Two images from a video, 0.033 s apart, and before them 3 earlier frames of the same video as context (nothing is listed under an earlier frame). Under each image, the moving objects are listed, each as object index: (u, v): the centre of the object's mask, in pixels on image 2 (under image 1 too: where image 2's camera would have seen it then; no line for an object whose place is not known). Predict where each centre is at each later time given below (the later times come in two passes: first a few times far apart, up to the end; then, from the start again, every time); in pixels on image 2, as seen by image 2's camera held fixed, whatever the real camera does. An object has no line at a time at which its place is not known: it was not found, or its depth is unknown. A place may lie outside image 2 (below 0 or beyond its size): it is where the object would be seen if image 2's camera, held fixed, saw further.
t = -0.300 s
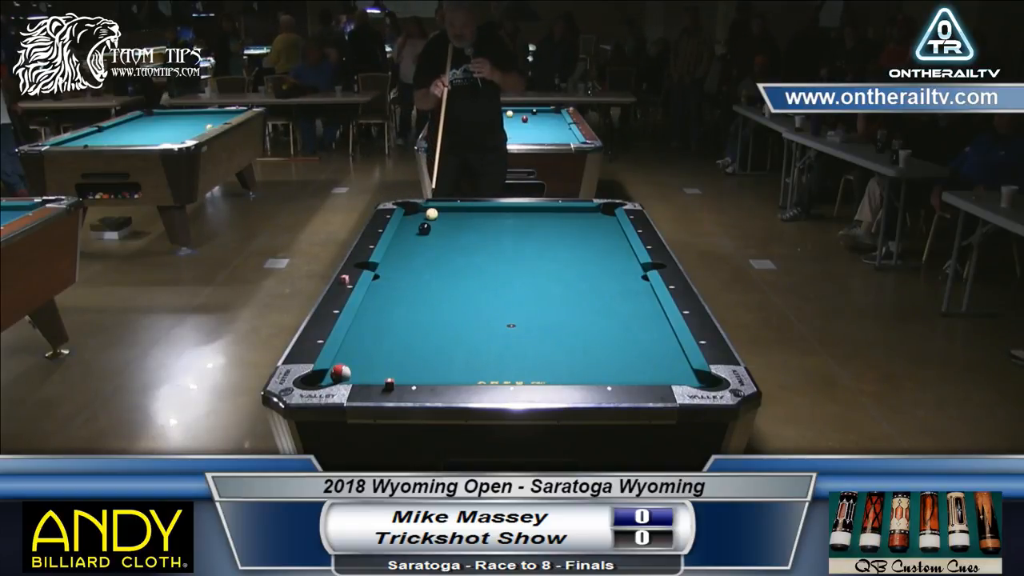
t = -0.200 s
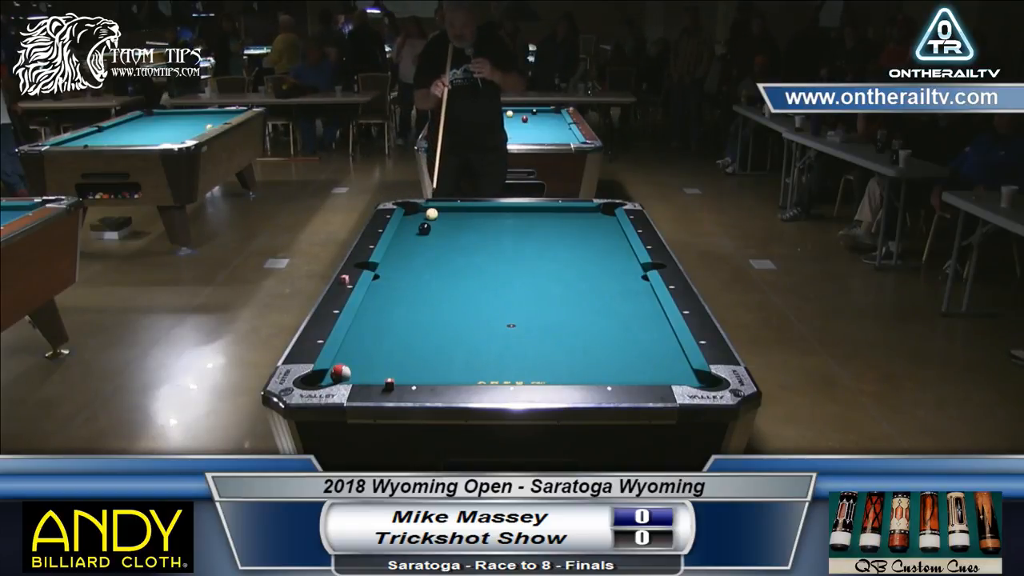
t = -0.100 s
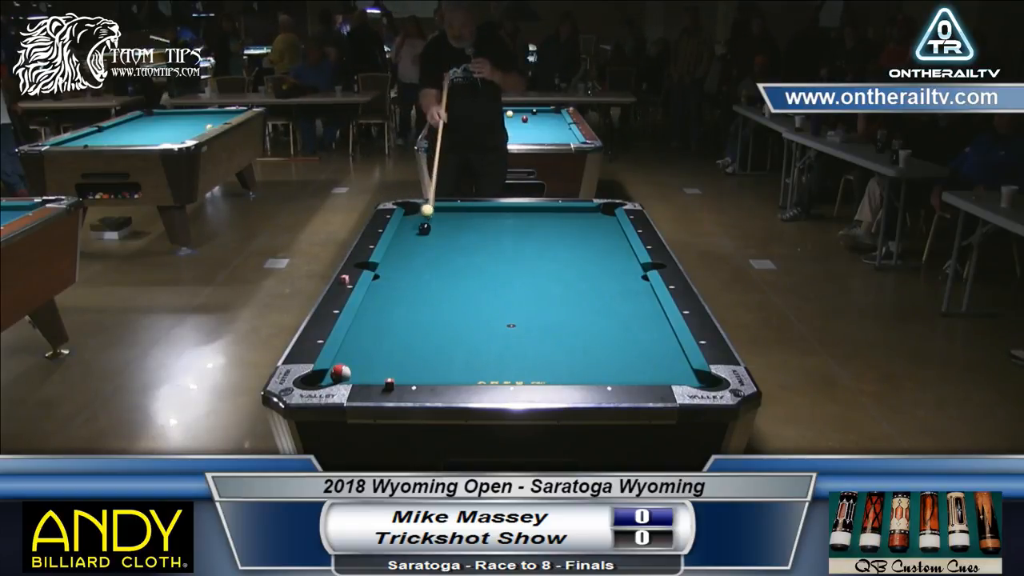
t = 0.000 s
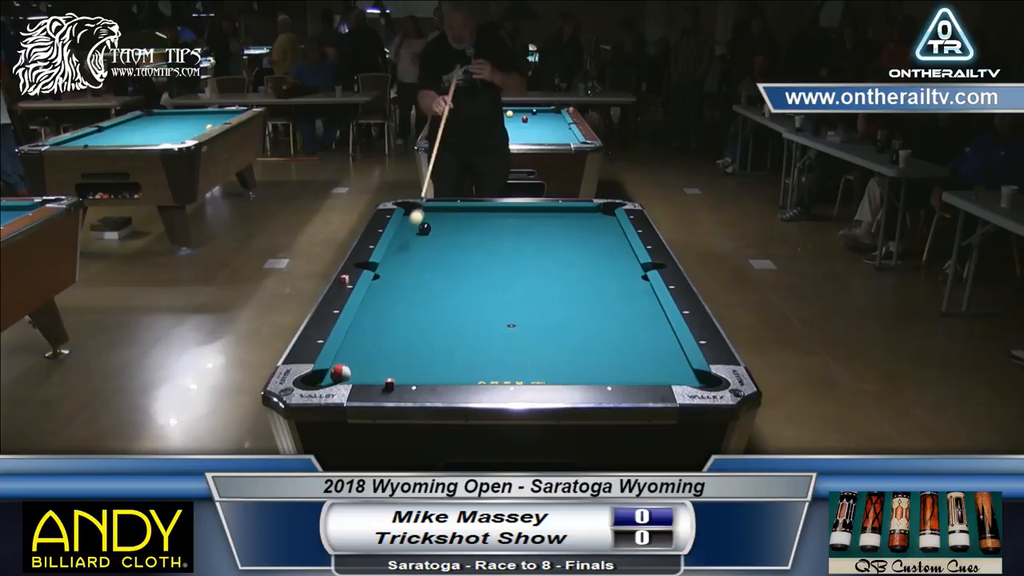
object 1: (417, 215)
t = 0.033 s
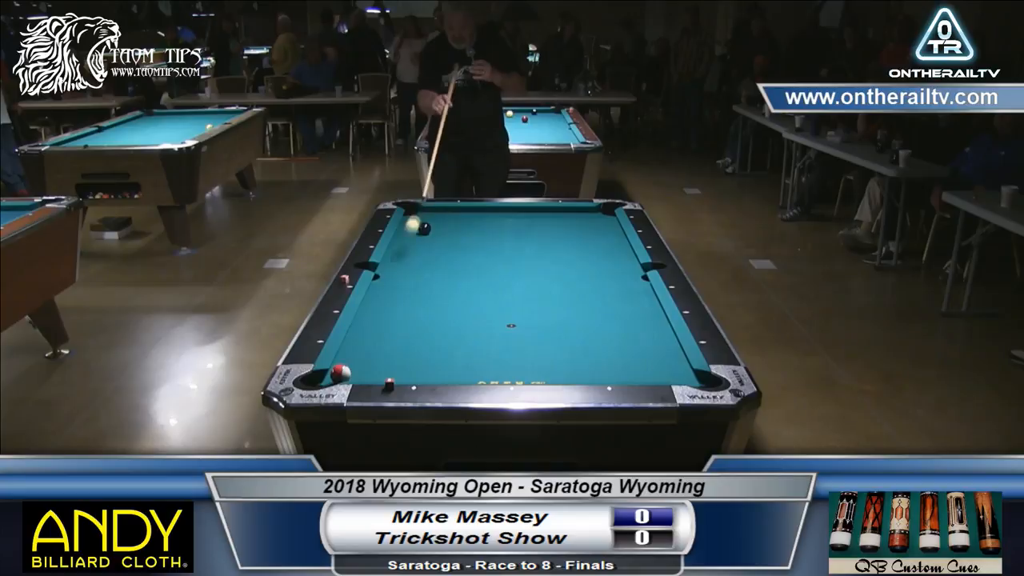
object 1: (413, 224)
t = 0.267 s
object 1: (382, 303)
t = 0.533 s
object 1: (394, 373)
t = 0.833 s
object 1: (477, 354)
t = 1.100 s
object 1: (541, 340)
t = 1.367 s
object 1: (598, 327)
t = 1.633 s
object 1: (649, 315)
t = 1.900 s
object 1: (631, 303)
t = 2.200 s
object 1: (601, 290)
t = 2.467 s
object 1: (577, 280)
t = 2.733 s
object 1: (555, 271)
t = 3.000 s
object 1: (535, 263)
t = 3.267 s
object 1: (518, 256)
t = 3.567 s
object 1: (500, 248)
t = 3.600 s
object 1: (498, 247)
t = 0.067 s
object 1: (409, 234)
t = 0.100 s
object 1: (404, 249)
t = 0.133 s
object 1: (400, 267)
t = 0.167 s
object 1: (395, 276)
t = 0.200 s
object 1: (391, 281)
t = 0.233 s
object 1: (386, 290)
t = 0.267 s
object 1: (382, 303)
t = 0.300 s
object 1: (376, 318)
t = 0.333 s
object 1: (371, 328)
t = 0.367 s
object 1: (365, 341)
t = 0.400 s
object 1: (360, 354)
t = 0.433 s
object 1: (359, 366)
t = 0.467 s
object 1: (369, 371)
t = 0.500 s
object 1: (379, 374)
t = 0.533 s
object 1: (394, 373)
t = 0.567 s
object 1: (404, 371)
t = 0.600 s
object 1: (414, 369)
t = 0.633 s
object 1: (424, 367)
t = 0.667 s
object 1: (434, 365)
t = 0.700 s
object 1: (443, 362)
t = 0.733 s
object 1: (452, 360)
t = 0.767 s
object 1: (460, 358)
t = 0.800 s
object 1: (469, 356)
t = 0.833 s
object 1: (477, 354)
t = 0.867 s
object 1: (486, 352)
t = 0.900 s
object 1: (494, 350)
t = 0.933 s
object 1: (502, 349)
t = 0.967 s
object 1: (510, 347)
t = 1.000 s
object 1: (518, 345)
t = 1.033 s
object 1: (526, 343)
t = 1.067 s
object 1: (533, 341)
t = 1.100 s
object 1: (541, 340)
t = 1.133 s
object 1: (548, 338)
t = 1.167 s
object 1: (556, 337)
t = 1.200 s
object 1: (563, 335)
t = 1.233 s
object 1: (570, 333)
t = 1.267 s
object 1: (577, 332)
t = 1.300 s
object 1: (584, 330)
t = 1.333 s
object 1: (591, 328)
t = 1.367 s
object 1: (598, 327)
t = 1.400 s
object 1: (604, 325)
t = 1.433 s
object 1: (611, 324)
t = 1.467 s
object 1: (617, 322)
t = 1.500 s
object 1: (624, 321)
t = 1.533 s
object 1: (630, 320)
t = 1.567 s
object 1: (636, 318)
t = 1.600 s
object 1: (642, 317)
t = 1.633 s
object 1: (649, 315)
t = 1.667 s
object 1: (654, 314)
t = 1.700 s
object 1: (654, 313)
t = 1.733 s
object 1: (649, 311)
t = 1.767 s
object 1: (645, 309)
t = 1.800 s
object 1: (642, 308)
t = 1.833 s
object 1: (638, 306)
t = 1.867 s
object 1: (635, 304)
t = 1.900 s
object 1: (631, 303)
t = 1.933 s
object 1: (628, 301)
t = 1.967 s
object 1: (624, 300)
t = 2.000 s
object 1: (621, 298)
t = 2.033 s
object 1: (617, 297)
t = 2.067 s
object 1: (614, 296)
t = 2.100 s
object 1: (610, 294)
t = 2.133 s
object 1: (607, 293)
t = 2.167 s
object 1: (604, 292)
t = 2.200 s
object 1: (601, 290)
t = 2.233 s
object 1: (598, 289)
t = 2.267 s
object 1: (595, 288)
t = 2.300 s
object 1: (592, 286)
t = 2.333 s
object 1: (588, 285)
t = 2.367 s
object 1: (585, 284)
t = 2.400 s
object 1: (582, 283)
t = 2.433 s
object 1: (579, 281)
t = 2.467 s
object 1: (577, 280)
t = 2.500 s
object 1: (574, 279)
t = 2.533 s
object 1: (571, 278)
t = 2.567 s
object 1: (568, 277)
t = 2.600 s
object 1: (566, 276)
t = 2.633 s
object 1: (563, 274)
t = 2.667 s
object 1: (560, 273)
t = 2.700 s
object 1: (558, 273)
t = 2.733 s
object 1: (555, 271)
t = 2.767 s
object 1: (552, 270)
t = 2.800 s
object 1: (550, 269)
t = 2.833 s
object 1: (548, 268)
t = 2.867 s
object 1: (545, 267)
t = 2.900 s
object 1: (542, 266)
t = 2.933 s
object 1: (540, 265)
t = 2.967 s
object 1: (538, 264)
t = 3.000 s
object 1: (535, 263)
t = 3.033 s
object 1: (533, 262)
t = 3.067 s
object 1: (531, 261)
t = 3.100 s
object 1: (528, 260)
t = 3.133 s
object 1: (526, 259)
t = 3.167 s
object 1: (524, 258)
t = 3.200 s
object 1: (522, 257)
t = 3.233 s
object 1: (520, 257)
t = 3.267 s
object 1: (518, 256)
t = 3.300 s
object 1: (515, 255)
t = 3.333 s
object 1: (513, 254)
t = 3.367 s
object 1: (511, 253)
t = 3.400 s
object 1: (509, 252)
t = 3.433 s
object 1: (507, 251)
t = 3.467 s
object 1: (506, 250)
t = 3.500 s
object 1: (504, 250)
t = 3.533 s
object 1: (502, 249)
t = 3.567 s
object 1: (500, 248)
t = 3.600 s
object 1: (498, 247)
